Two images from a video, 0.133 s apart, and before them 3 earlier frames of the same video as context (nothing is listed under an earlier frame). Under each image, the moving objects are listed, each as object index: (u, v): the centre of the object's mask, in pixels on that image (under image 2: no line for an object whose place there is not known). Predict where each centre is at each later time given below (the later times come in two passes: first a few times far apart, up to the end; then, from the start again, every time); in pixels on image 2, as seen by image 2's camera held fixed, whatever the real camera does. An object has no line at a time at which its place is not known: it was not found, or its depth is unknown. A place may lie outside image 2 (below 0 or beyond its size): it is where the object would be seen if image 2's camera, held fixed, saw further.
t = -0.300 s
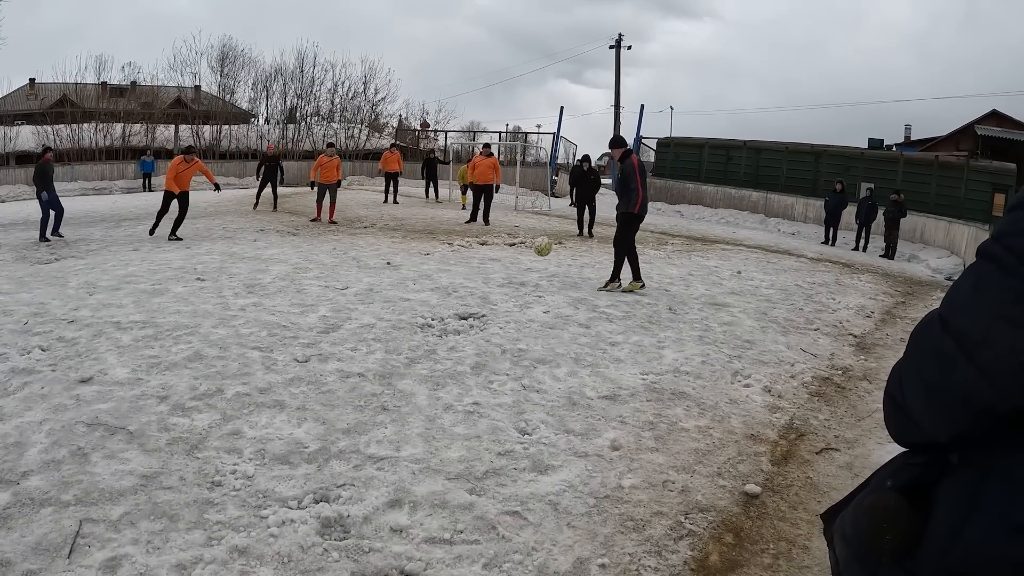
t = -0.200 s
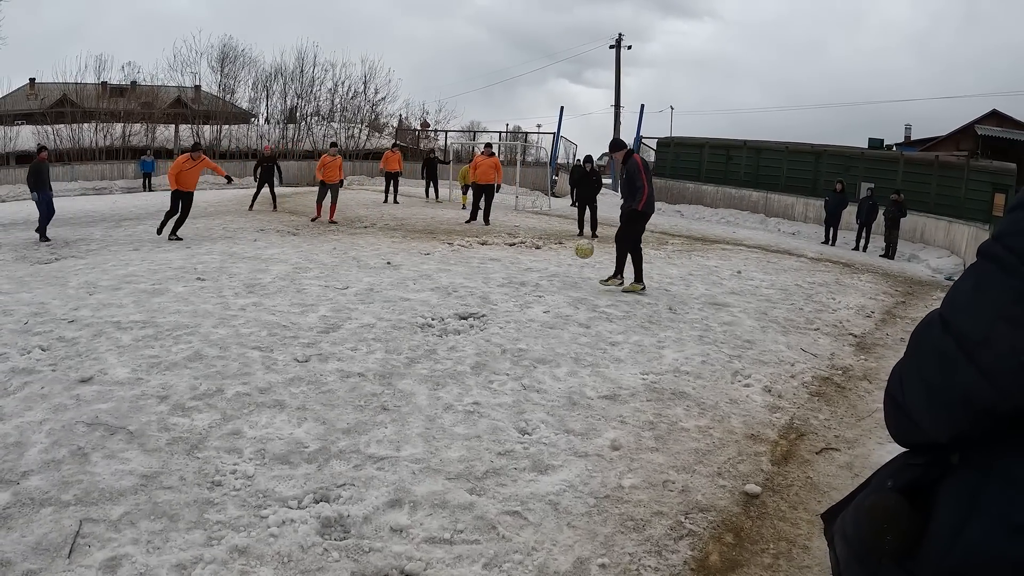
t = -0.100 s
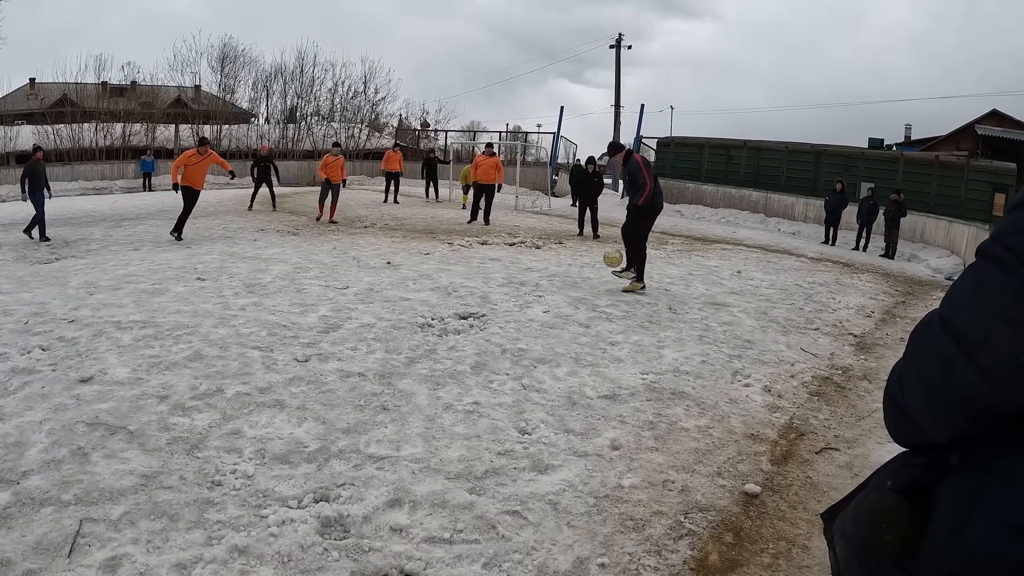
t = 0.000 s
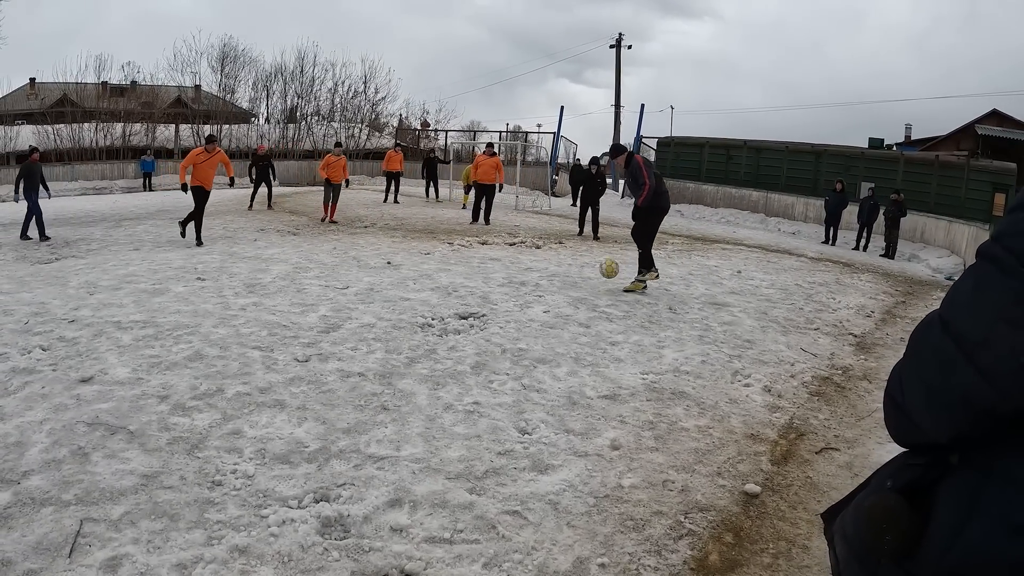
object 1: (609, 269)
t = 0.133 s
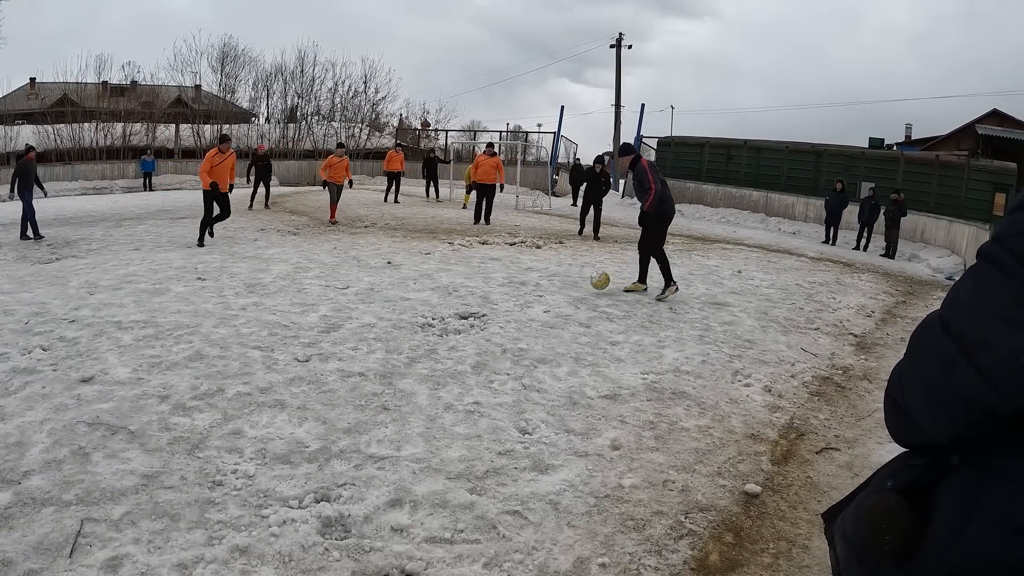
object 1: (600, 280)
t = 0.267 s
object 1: (584, 275)
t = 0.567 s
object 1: (552, 280)
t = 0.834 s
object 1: (526, 284)
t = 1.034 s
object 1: (515, 281)
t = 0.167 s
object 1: (596, 277)
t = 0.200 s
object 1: (592, 276)
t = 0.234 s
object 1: (588, 274)
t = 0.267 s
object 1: (584, 275)
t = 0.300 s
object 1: (579, 276)
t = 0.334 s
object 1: (575, 279)
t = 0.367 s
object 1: (570, 282)
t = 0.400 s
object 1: (567, 283)
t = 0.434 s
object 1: (564, 280)
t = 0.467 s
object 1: (561, 279)
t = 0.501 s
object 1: (558, 278)
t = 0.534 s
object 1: (554, 278)
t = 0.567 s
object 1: (552, 280)
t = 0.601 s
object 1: (548, 282)
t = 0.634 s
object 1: (545, 286)
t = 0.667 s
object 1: (541, 288)
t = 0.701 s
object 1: (538, 286)
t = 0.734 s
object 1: (535, 286)
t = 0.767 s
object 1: (532, 285)
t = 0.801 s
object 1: (529, 284)
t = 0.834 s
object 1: (526, 284)
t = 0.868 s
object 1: (523, 284)
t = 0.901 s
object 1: (520, 284)
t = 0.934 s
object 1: (519, 283)
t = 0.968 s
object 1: (517, 281)
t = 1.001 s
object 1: (516, 281)
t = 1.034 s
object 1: (515, 281)
